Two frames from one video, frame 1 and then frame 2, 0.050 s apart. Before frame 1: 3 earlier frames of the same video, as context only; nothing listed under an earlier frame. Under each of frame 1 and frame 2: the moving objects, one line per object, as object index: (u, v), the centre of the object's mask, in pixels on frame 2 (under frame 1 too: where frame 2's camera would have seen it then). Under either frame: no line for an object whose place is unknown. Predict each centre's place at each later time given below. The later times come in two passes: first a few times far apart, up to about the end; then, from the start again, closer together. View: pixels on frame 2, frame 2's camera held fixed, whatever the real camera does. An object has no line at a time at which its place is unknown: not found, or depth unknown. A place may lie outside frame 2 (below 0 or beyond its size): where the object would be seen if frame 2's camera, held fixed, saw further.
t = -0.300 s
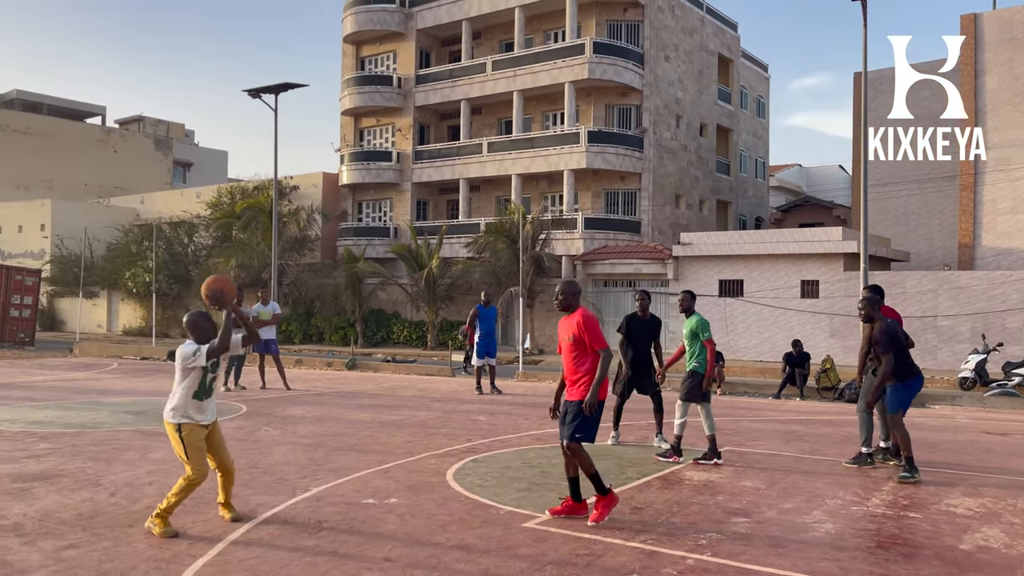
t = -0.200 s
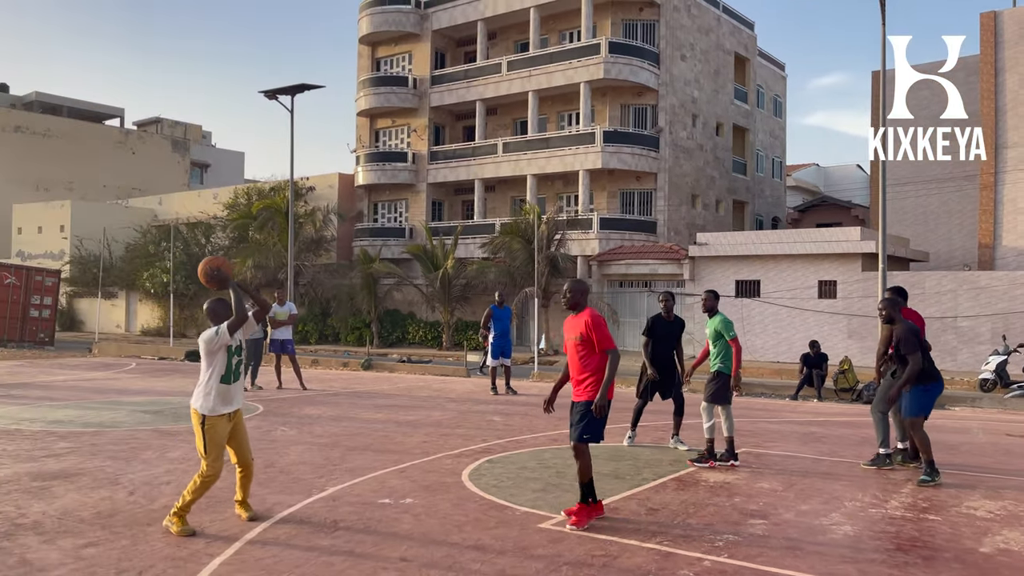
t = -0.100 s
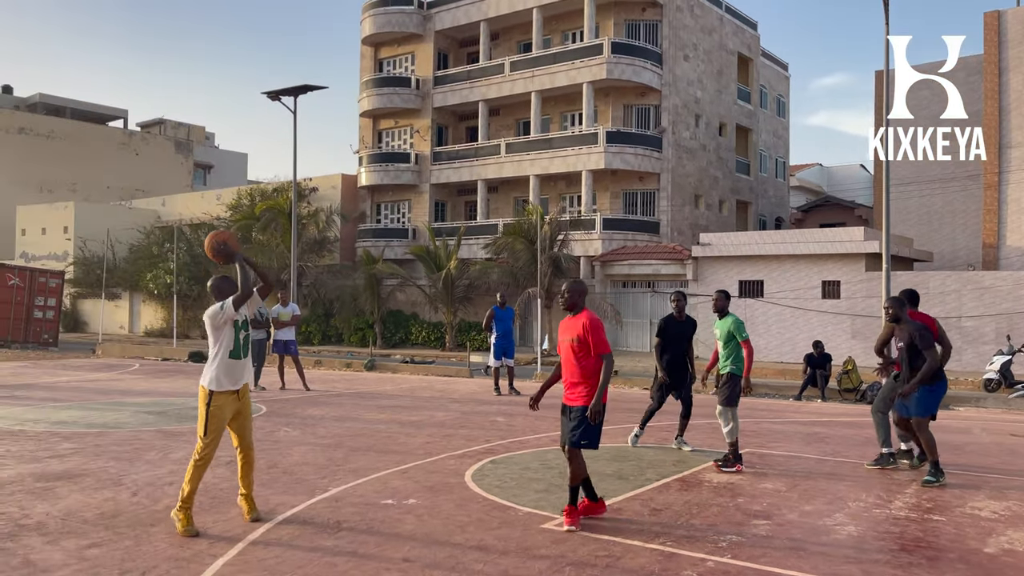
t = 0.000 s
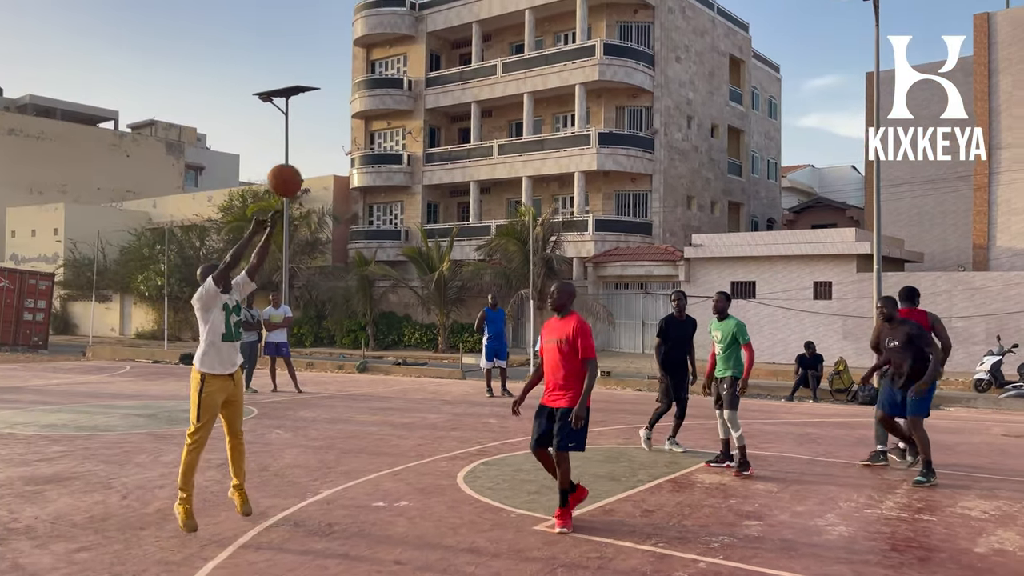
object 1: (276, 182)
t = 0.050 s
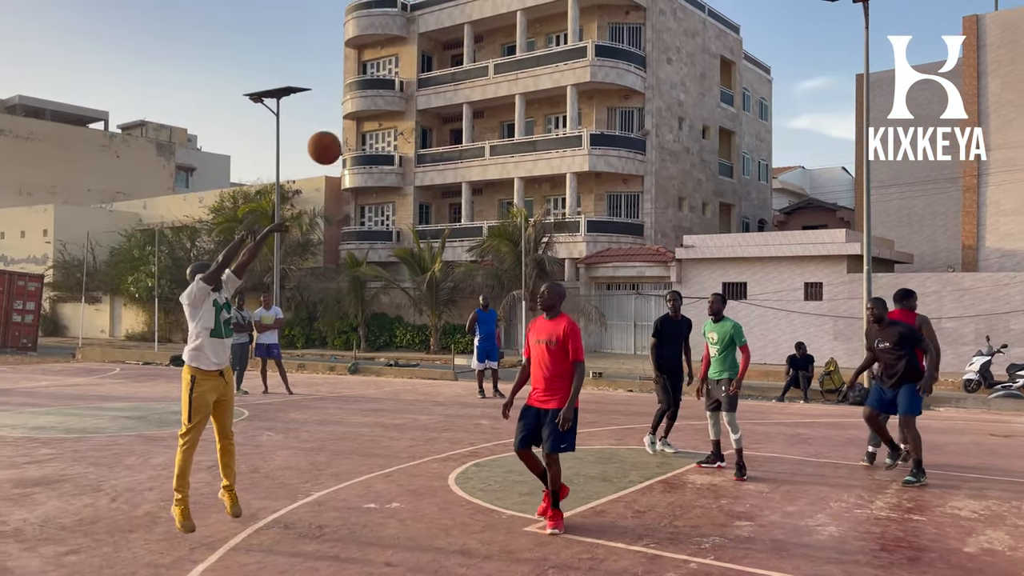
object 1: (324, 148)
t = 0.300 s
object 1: (558, 39)
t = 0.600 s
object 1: (827, 23)
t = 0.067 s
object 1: (341, 138)
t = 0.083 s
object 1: (356, 129)
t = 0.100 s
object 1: (372, 119)
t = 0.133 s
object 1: (404, 101)
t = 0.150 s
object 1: (420, 94)
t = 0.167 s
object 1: (436, 86)
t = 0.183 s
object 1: (451, 78)
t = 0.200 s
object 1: (467, 71)
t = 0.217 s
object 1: (482, 65)
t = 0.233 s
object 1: (498, 59)
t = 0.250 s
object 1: (514, 53)
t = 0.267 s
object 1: (528, 49)
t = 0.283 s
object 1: (543, 43)
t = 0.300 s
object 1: (558, 39)
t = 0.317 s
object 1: (573, 35)
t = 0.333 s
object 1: (589, 31)
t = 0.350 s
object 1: (603, 28)
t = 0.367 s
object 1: (619, 25)
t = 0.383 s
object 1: (634, 22)
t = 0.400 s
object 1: (650, 19)
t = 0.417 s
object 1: (664, 17)
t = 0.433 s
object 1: (680, 16)
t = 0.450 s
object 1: (694, 16)
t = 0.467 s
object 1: (710, 15)
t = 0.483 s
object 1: (725, 14)
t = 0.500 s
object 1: (739, 15)
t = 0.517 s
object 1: (755, 15)
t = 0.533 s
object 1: (769, 16)
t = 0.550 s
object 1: (784, 17)
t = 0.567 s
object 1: (798, 18)
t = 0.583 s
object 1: (813, 21)
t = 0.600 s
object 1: (827, 23)
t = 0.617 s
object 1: (842, 26)
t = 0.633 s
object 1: (856, 29)
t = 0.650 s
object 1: (871, 32)
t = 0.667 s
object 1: (885, 36)
